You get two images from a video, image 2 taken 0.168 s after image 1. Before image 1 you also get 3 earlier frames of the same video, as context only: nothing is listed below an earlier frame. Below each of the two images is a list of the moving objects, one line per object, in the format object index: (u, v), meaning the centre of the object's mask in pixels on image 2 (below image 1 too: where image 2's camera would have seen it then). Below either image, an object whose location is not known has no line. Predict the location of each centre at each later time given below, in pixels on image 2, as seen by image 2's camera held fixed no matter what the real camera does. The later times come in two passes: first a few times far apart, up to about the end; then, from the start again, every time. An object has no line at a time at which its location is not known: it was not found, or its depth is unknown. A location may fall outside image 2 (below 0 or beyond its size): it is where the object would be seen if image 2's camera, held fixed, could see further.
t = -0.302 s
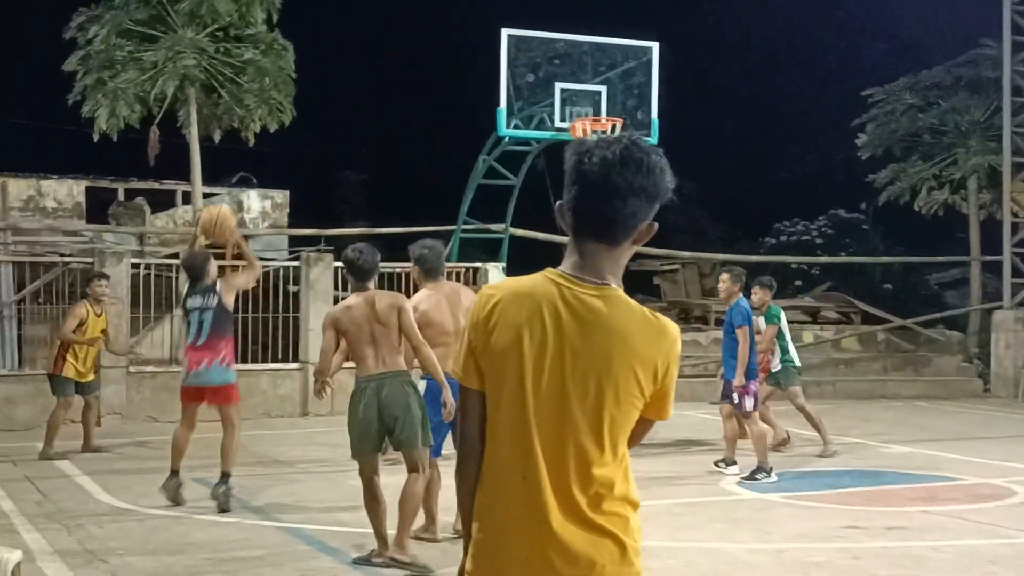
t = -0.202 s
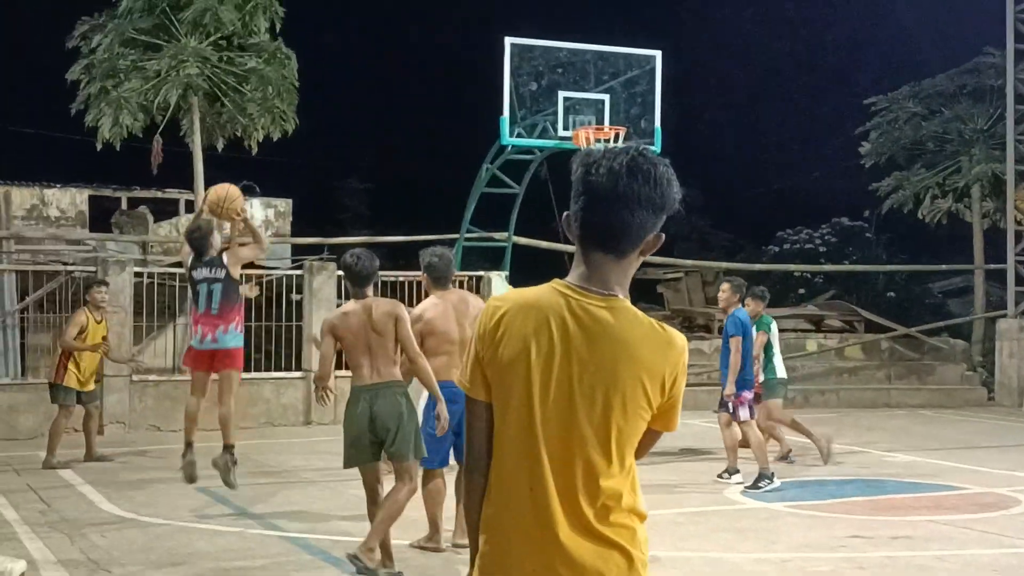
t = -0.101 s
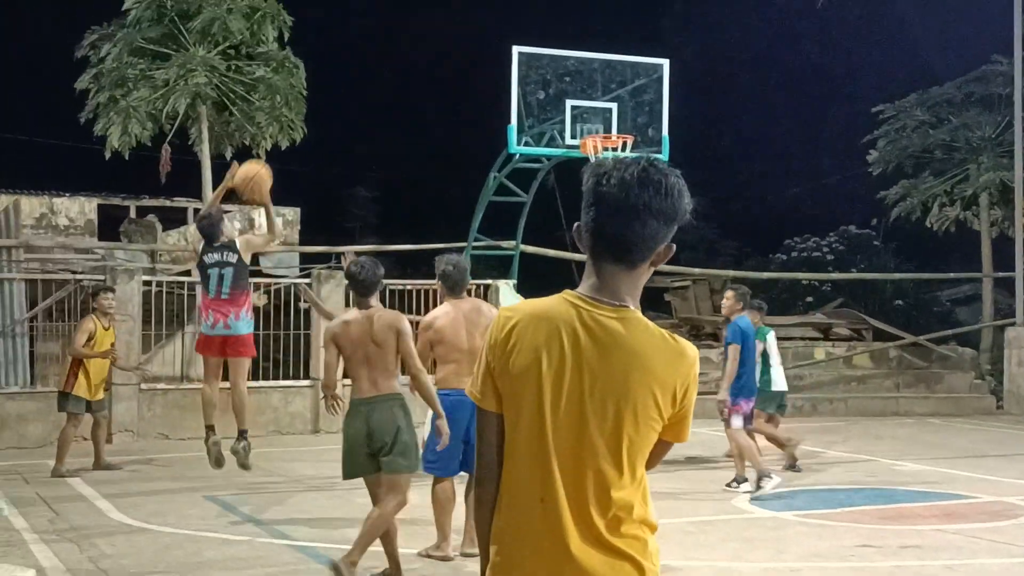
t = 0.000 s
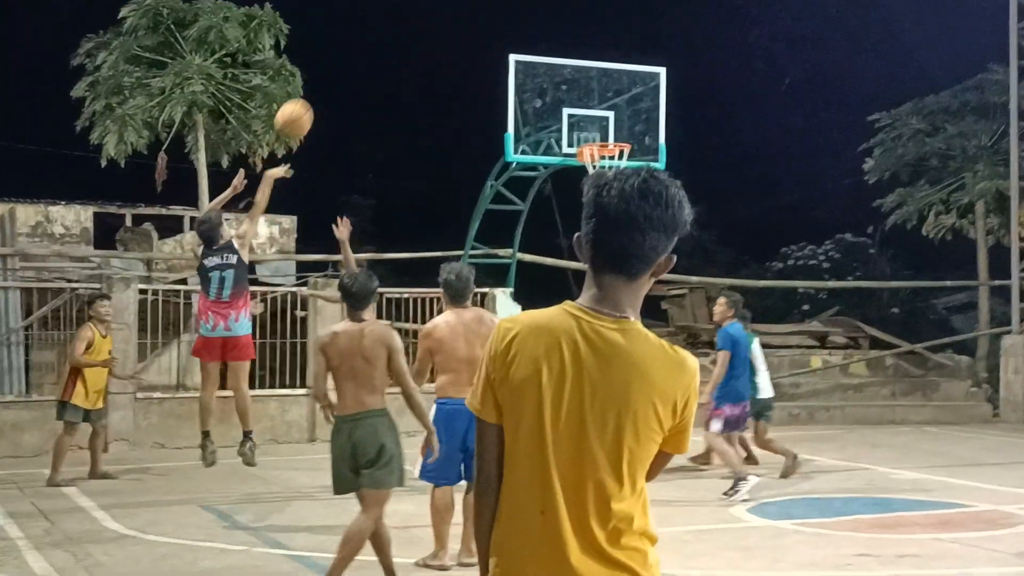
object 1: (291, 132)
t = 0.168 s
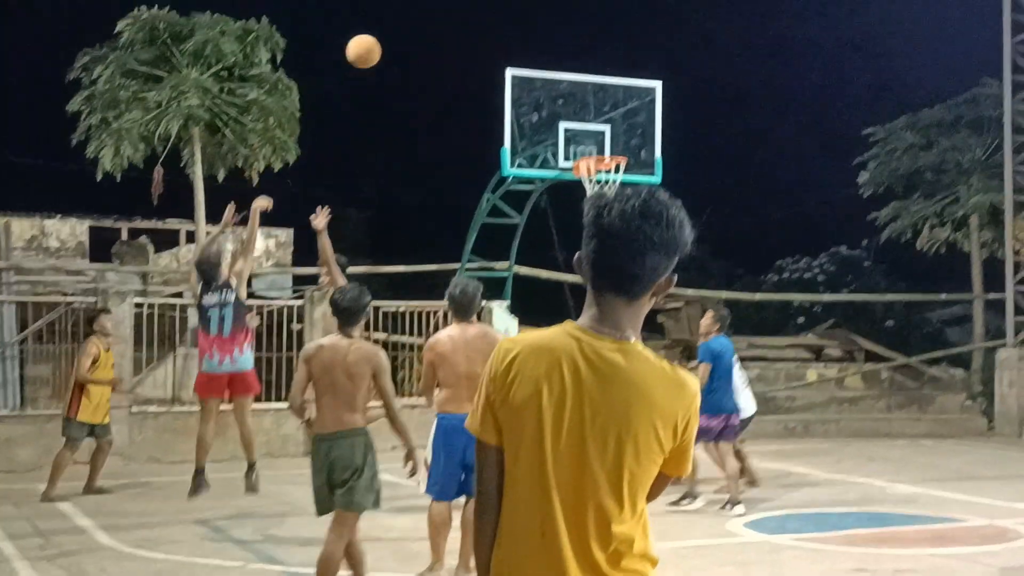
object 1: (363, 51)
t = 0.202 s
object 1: (377, 41)
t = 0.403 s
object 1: (449, 17)
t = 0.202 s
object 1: (377, 41)
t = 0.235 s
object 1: (390, 33)
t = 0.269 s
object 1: (402, 27)
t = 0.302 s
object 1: (414, 23)
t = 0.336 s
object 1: (426, 19)
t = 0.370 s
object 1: (438, 17)
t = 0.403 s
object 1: (449, 17)
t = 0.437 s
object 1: (459, 17)
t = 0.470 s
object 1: (469, 20)
